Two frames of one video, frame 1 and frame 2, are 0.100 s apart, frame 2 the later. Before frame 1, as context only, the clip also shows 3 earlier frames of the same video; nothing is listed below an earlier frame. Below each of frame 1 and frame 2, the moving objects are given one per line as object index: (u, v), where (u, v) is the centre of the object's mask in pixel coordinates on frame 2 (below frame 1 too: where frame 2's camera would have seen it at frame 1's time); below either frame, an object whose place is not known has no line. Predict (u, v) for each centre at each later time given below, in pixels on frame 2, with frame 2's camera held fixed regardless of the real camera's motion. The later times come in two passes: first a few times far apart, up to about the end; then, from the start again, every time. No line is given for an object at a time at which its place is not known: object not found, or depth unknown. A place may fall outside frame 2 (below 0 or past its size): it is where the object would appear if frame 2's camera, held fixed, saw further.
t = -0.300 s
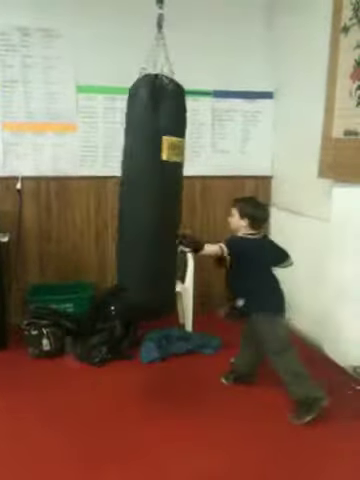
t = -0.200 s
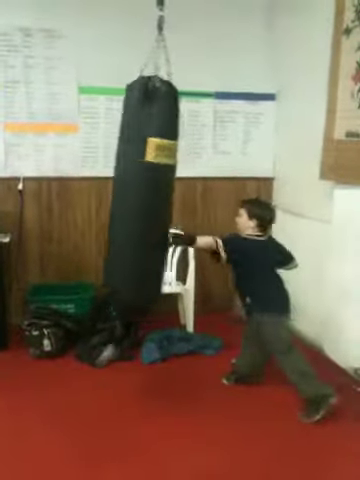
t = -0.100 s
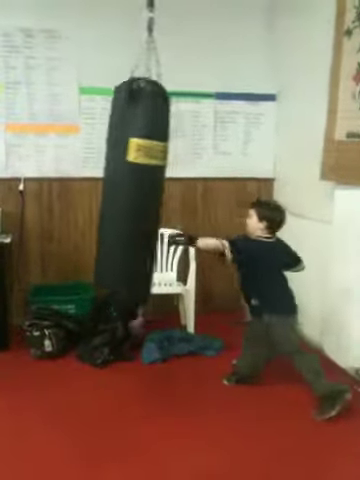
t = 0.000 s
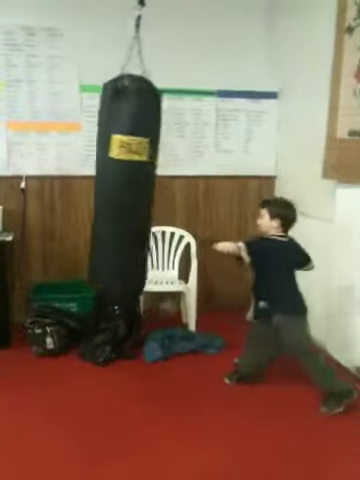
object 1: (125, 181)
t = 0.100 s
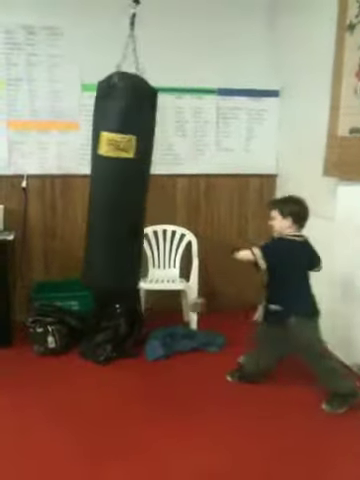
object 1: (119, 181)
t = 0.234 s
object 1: (116, 181)
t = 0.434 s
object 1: (116, 180)
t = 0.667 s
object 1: (124, 179)
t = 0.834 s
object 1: (139, 182)
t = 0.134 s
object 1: (117, 181)
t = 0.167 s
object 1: (117, 180)
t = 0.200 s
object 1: (116, 180)
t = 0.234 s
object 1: (116, 181)
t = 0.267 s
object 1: (116, 180)
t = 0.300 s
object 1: (116, 180)
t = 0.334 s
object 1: (116, 180)
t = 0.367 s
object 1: (116, 181)
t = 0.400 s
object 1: (116, 181)
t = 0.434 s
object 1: (116, 180)
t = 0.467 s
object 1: (117, 179)
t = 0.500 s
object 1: (117, 179)
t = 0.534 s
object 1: (118, 179)
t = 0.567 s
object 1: (118, 179)
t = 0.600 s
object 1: (120, 179)
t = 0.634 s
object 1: (122, 178)
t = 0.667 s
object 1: (124, 179)
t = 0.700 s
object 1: (126, 180)
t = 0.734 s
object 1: (129, 180)
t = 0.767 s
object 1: (132, 182)
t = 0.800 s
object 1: (136, 182)
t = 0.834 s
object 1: (139, 182)
